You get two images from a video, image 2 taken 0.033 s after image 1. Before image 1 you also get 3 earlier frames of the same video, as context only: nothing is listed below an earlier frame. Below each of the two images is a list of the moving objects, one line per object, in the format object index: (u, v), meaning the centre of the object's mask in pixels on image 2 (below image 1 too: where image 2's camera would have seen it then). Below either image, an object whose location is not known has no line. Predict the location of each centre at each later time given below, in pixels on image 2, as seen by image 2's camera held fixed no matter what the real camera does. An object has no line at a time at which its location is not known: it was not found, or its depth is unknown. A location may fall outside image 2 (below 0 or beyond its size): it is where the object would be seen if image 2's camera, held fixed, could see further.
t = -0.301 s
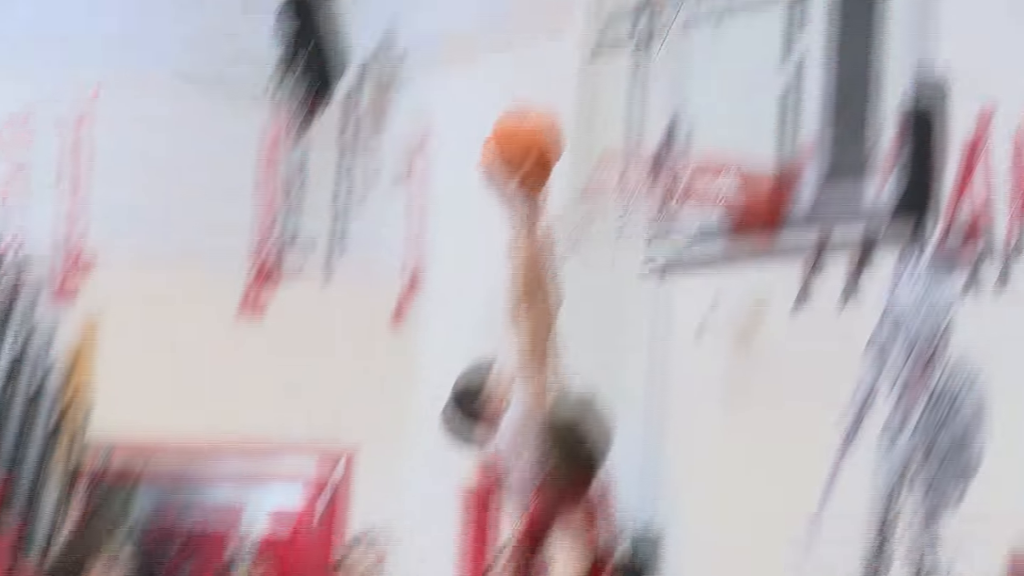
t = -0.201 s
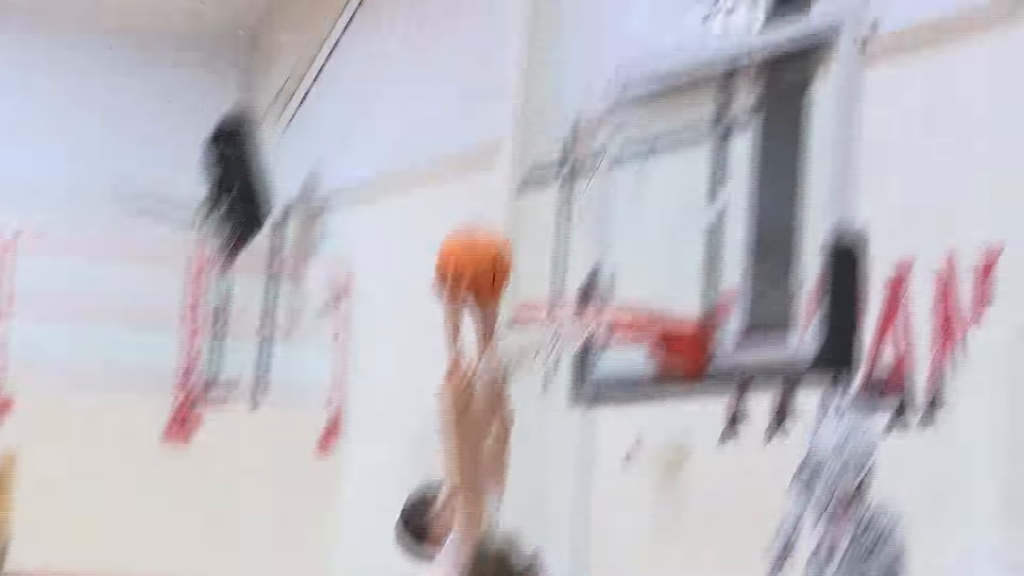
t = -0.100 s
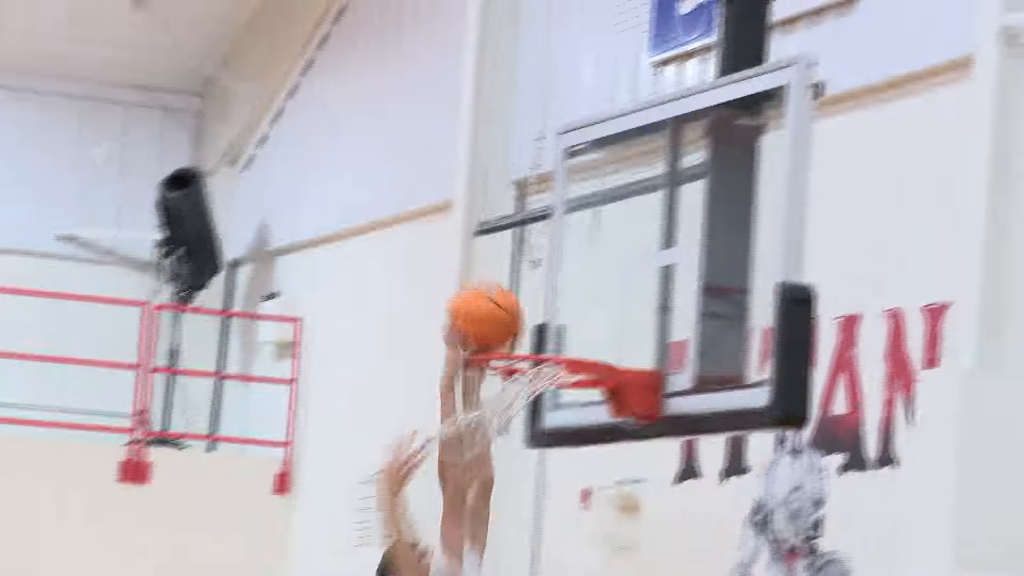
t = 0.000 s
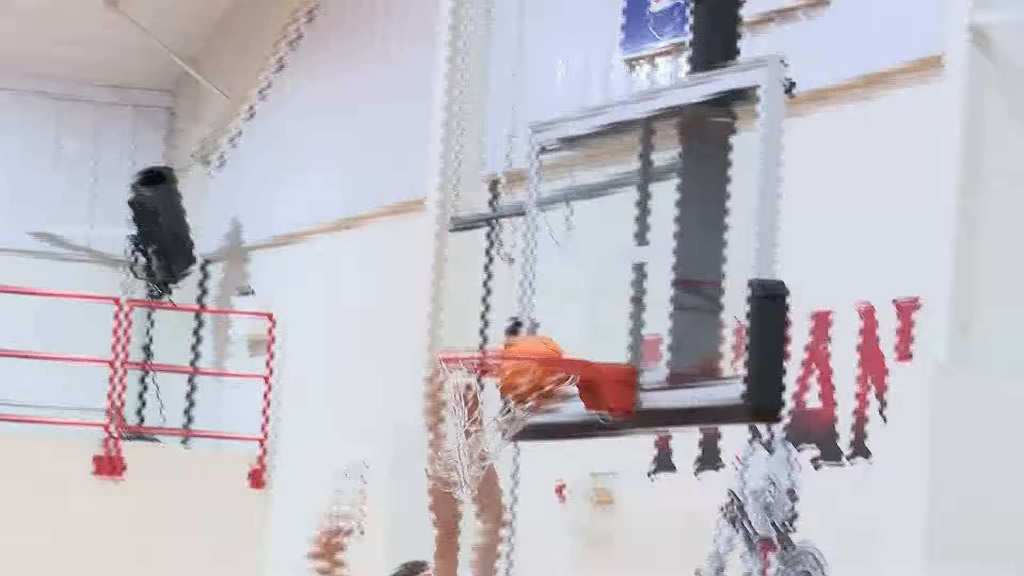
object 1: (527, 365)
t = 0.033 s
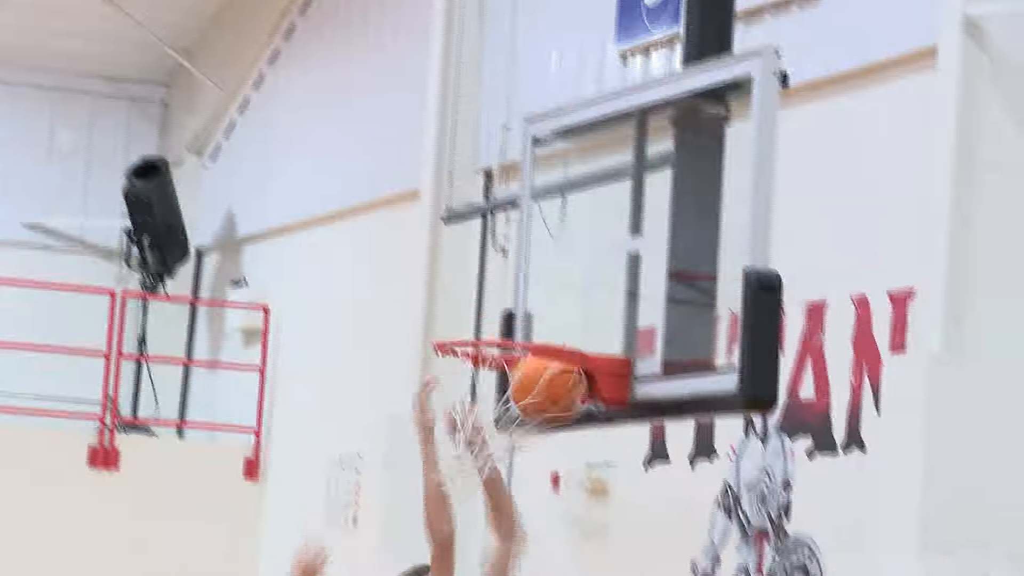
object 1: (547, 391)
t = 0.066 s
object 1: (553, 407)
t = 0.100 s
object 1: (556, 429)
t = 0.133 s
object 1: (557, 452)
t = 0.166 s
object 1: (560, 476)
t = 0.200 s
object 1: (562, 500)
